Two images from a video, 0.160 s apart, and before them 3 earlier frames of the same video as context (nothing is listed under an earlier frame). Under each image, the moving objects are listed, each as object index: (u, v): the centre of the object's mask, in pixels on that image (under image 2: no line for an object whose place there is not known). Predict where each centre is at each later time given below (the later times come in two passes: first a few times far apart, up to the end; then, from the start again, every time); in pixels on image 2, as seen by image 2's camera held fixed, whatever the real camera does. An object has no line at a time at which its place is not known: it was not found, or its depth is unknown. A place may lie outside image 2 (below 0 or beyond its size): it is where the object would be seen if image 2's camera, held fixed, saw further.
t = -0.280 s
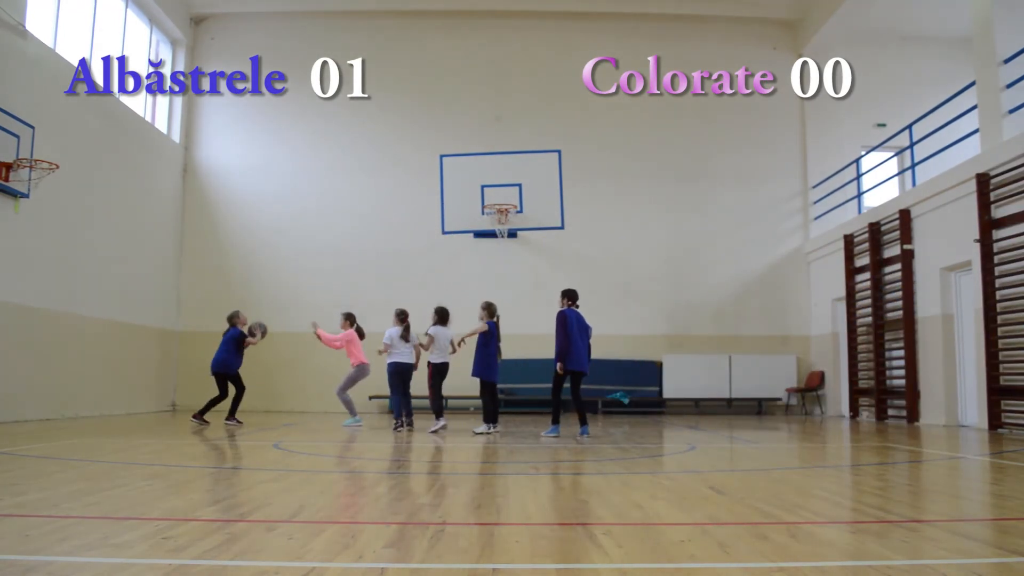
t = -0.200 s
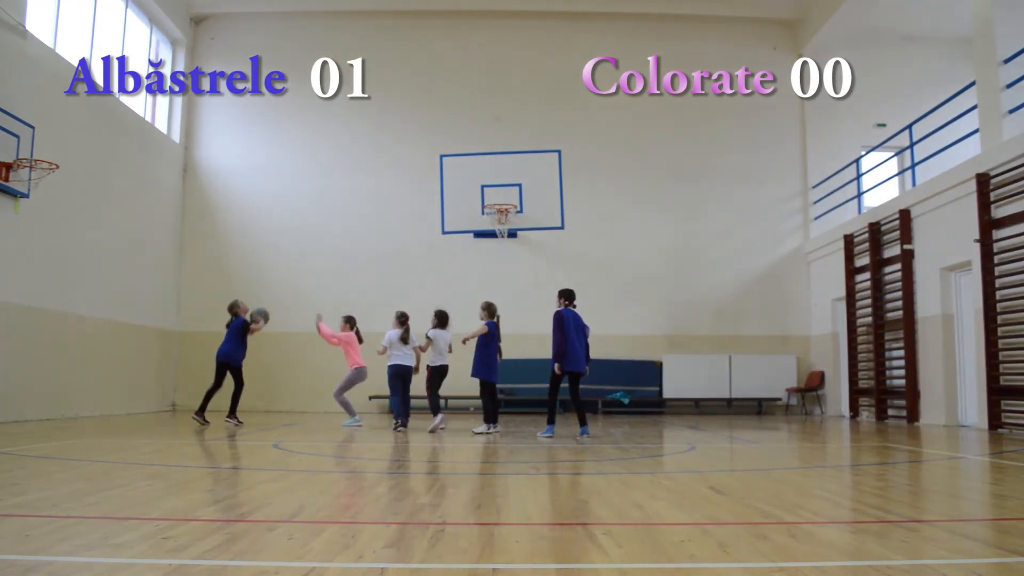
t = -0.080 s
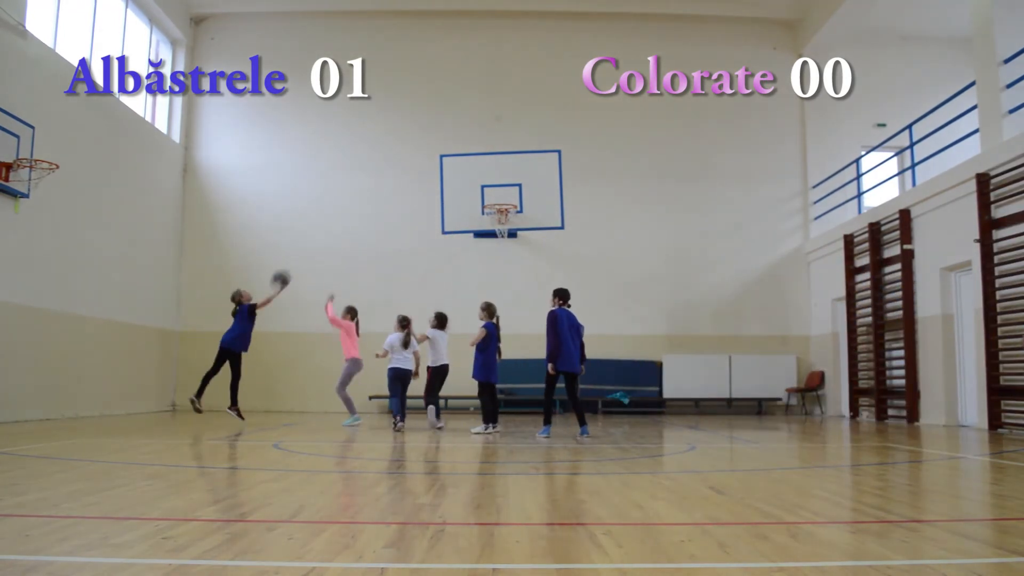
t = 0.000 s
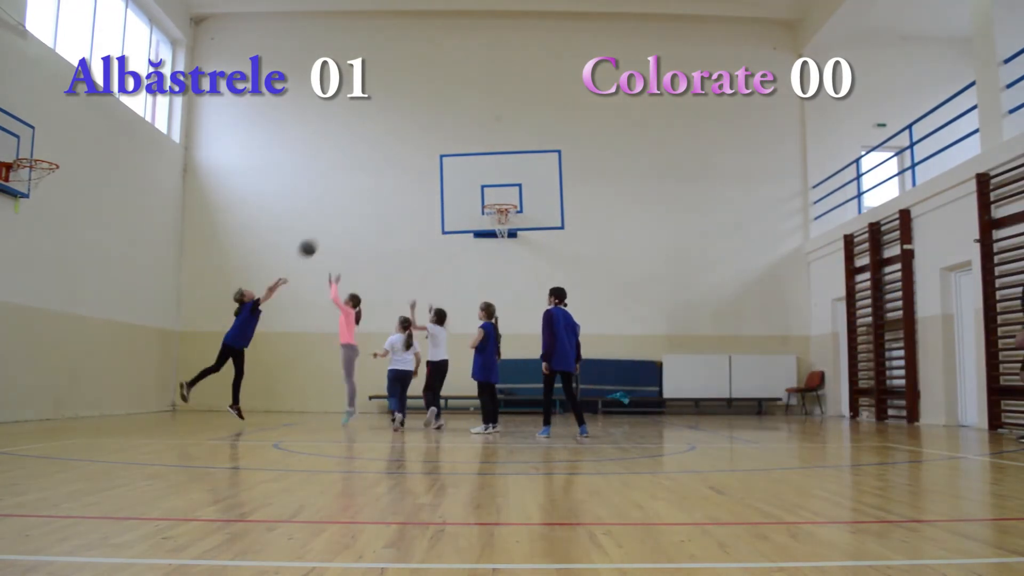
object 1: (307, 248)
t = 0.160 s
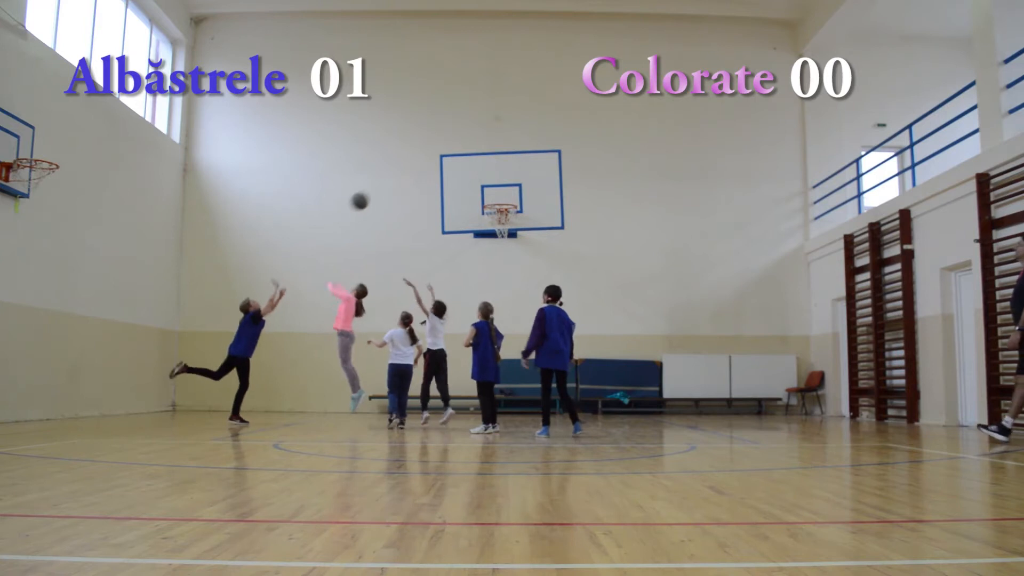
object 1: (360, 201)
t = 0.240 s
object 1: (384, 185)
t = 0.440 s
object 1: (444, 167)
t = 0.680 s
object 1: (510, 183)
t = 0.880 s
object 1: (563, 226)
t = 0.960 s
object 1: (583, 250)
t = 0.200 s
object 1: (372, 192)
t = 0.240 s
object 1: (384, 185)
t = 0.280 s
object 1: (396, 179)
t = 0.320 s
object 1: (408, 174)
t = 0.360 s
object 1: (420, 171)
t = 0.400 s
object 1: (432, 168)
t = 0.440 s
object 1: (444, 167)
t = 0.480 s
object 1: (455, 167)
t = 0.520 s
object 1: (466, 168)
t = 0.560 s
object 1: (478, 170)
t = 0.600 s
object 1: (489, 173)
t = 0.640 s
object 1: (500, 177)
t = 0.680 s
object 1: (510, 183)
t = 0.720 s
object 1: (521, 189)
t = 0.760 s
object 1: (532, 197)
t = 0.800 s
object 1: (542, 205)
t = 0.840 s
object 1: (552, 215)
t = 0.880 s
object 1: (563, 226)
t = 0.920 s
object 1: (573, 237)
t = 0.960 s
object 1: (583, 250)
